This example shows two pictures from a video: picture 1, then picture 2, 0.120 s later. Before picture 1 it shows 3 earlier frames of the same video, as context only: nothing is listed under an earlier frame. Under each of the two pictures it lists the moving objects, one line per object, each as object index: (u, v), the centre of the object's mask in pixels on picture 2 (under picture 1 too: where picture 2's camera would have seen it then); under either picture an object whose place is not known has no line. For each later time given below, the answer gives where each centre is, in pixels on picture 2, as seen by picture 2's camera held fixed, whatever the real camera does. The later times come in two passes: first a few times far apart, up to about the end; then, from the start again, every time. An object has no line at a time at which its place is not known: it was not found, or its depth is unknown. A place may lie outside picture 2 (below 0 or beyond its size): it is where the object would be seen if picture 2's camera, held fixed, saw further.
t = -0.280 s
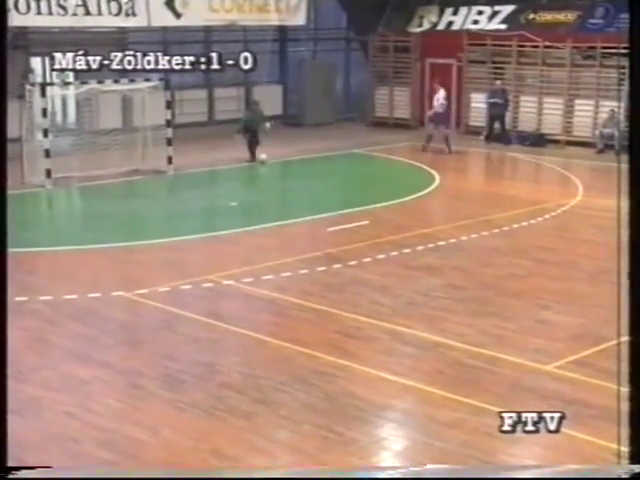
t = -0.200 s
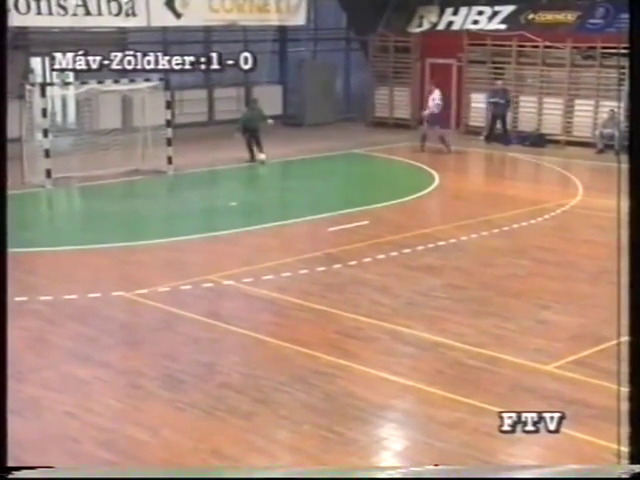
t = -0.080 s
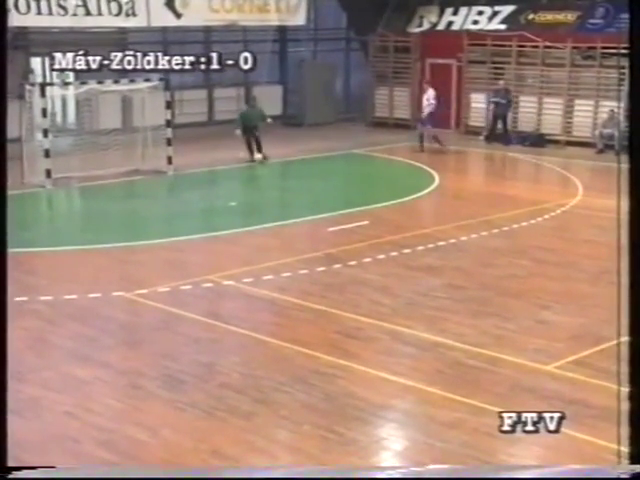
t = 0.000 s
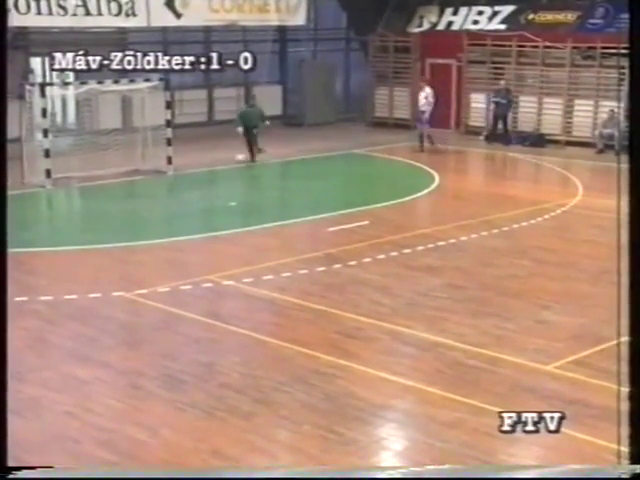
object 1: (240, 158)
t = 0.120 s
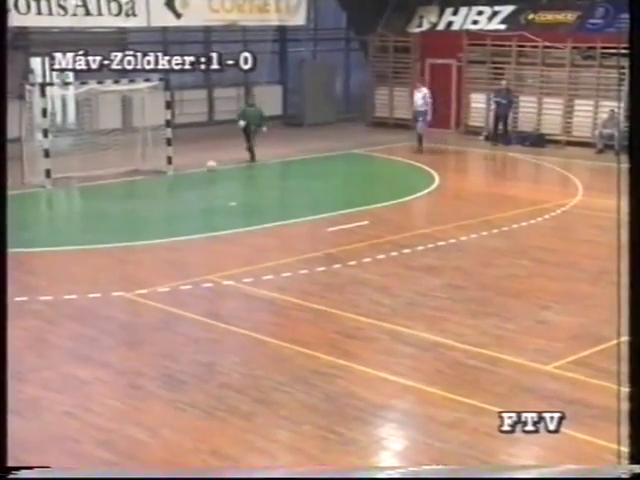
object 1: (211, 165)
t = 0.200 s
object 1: (188, 172)
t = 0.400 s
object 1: (137, 182)
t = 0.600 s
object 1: (84, 197)
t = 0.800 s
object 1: (33, 207)
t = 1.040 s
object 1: (-32, 218)
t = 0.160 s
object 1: (200, 167)
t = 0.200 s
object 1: (188, 172)
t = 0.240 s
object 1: (177, 178)
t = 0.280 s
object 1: (167, 180)
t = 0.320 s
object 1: (158, 179)
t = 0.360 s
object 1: (148, 180)
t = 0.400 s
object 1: (137, 182)
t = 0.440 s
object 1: (126, 185)
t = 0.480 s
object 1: (115, 188)
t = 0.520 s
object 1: (103, 194)
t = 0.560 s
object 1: (92, 199)
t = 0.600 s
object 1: (84, 197)
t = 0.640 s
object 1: (74, 198)
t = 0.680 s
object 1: (64, 198)
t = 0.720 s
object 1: (54, 201)
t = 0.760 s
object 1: (44, 204)
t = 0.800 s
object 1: (33, 207)
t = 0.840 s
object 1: (23, 213)
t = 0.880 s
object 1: (12, 217)
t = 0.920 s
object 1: (2, 216)
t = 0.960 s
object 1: (-10, 216)
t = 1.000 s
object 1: (-21, 217)
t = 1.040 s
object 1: (-32, 218)
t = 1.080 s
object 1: (-44, 221)
